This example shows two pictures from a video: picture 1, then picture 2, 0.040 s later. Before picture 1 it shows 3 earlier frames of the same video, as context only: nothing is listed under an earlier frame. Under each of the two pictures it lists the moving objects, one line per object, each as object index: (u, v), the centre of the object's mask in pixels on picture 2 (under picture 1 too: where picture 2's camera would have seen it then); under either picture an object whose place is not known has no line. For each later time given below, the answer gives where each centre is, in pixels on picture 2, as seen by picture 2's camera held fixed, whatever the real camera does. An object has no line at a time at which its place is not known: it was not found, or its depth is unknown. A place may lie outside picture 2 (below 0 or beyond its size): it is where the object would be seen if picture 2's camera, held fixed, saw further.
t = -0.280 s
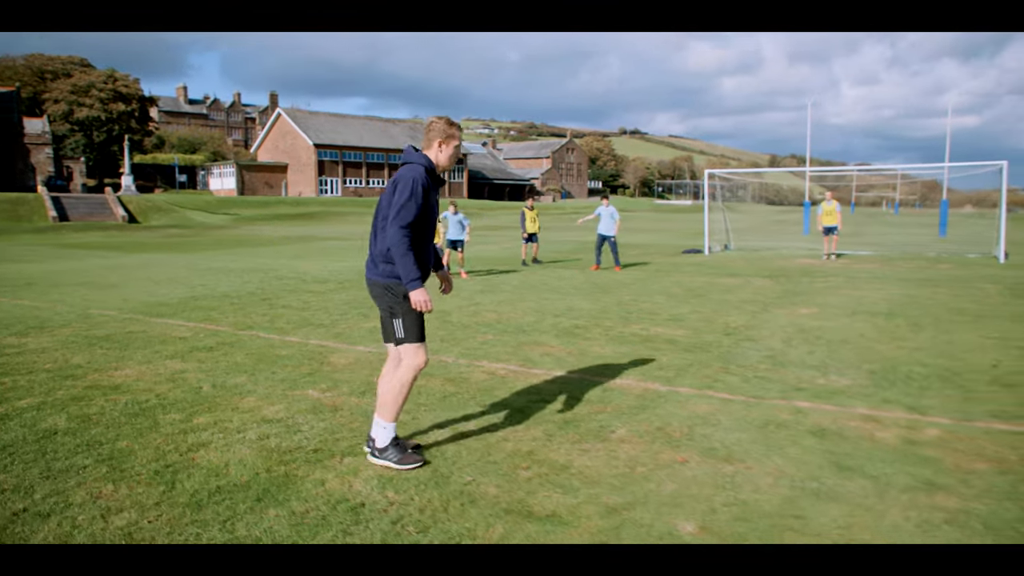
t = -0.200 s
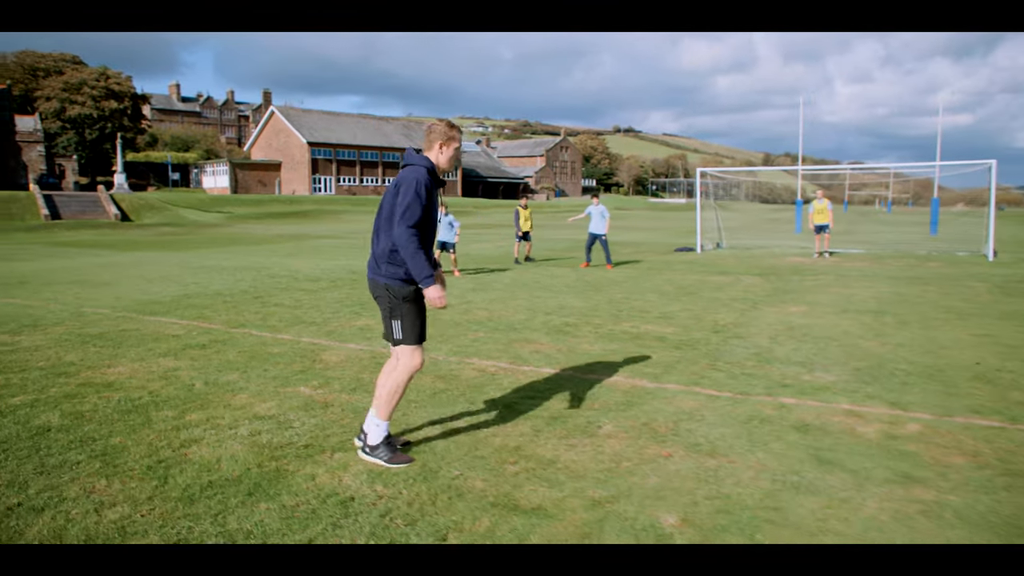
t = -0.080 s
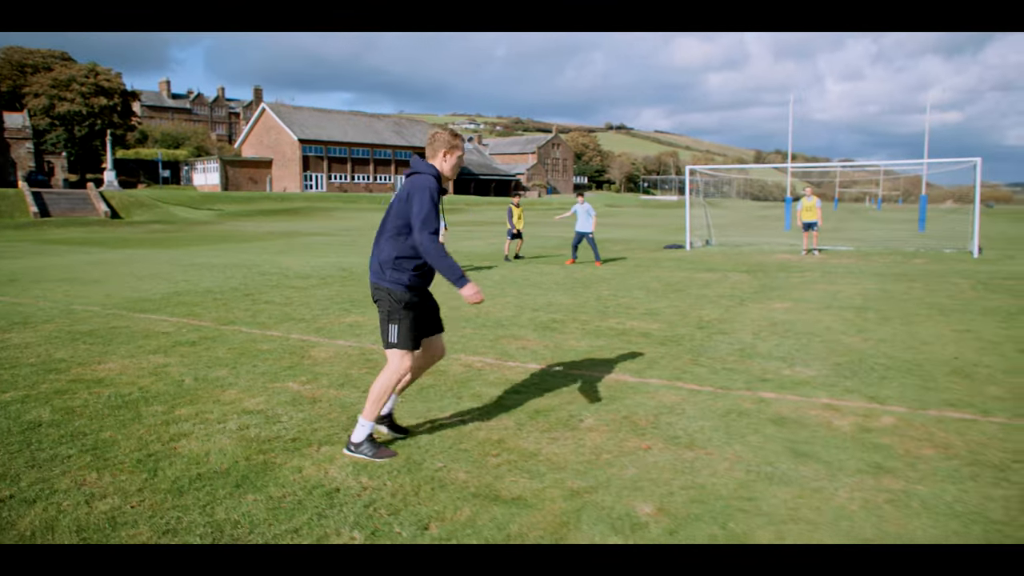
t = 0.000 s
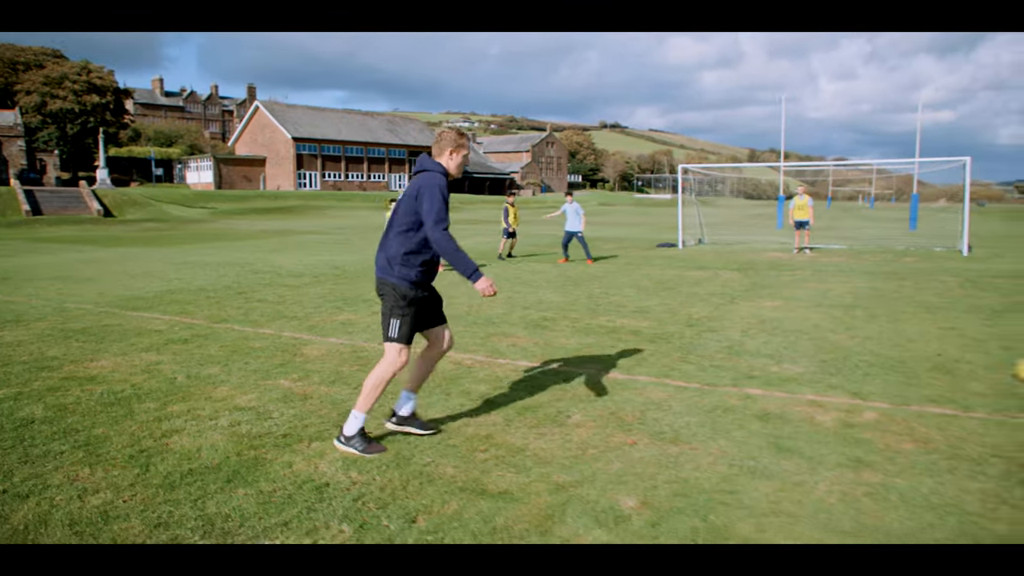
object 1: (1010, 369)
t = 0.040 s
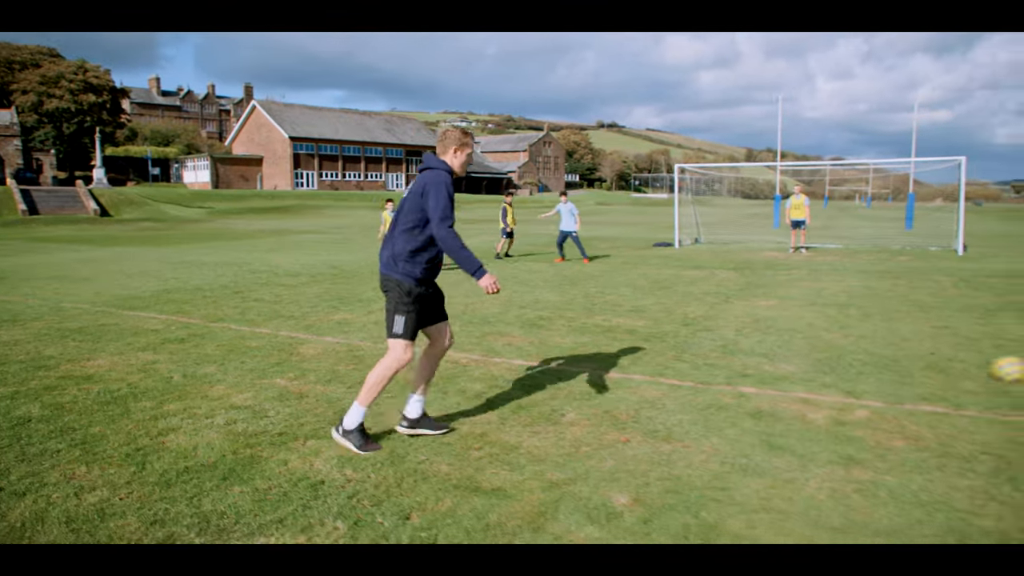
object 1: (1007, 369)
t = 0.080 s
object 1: (993, 370)
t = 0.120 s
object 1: (979, 370)
